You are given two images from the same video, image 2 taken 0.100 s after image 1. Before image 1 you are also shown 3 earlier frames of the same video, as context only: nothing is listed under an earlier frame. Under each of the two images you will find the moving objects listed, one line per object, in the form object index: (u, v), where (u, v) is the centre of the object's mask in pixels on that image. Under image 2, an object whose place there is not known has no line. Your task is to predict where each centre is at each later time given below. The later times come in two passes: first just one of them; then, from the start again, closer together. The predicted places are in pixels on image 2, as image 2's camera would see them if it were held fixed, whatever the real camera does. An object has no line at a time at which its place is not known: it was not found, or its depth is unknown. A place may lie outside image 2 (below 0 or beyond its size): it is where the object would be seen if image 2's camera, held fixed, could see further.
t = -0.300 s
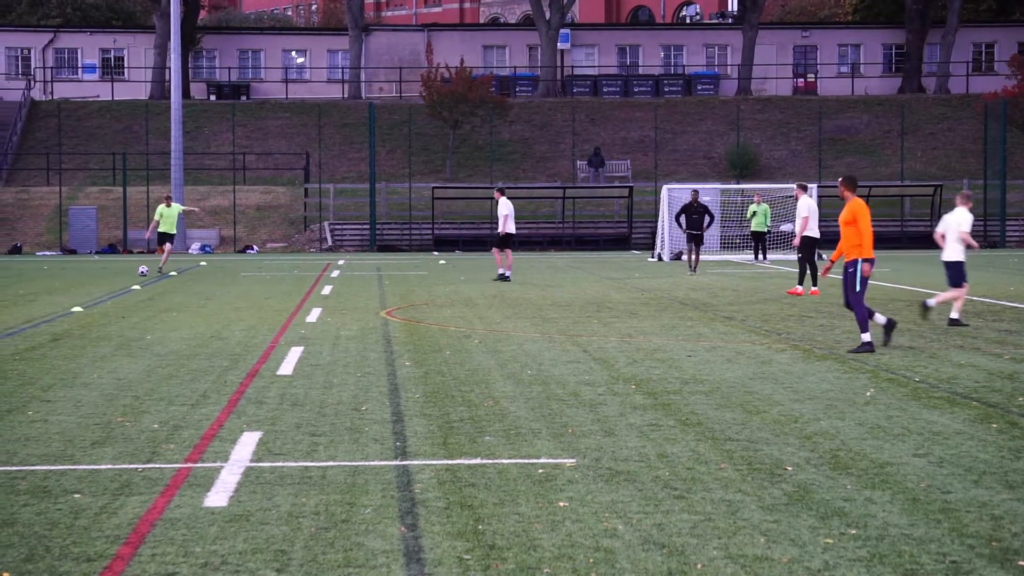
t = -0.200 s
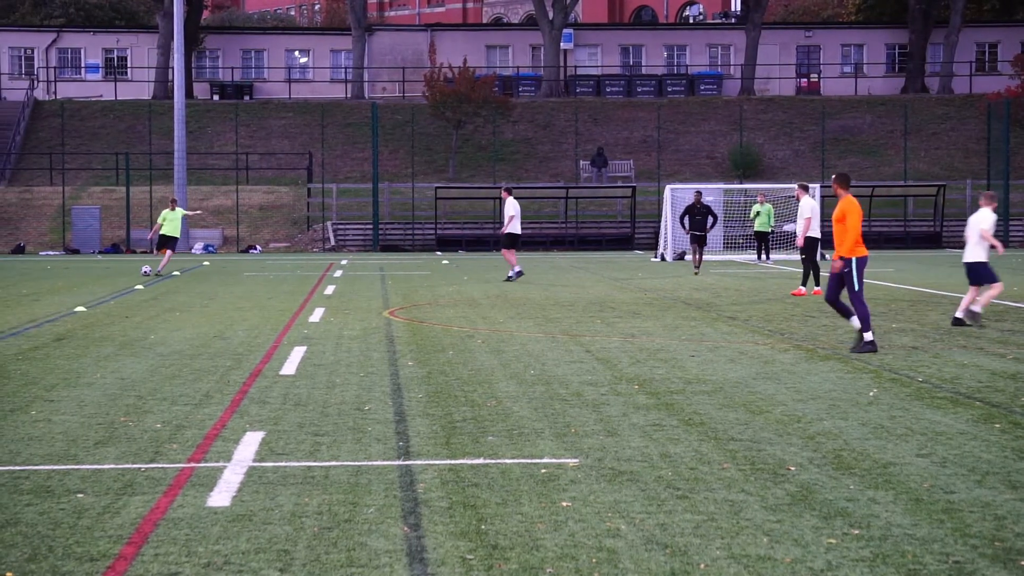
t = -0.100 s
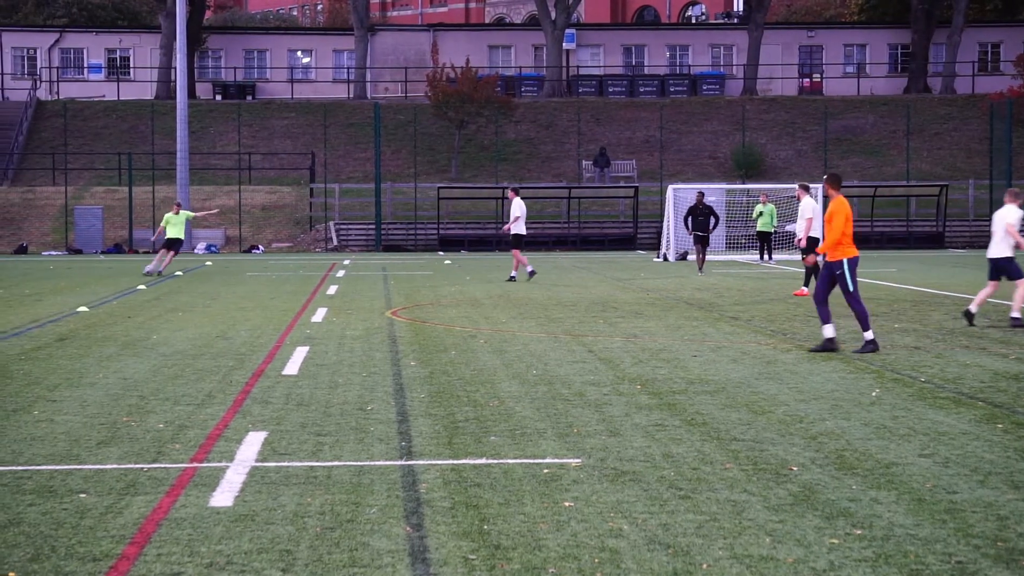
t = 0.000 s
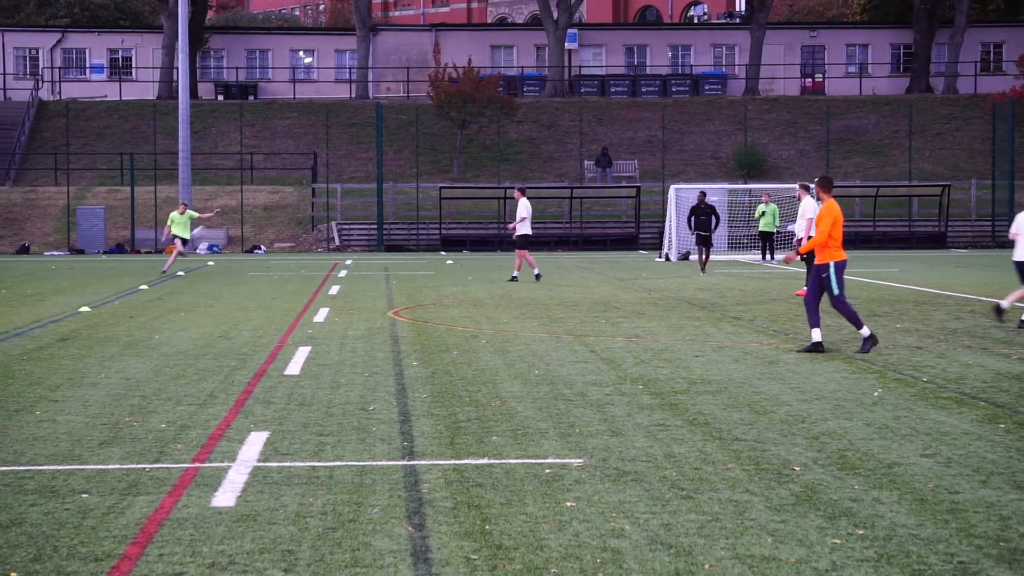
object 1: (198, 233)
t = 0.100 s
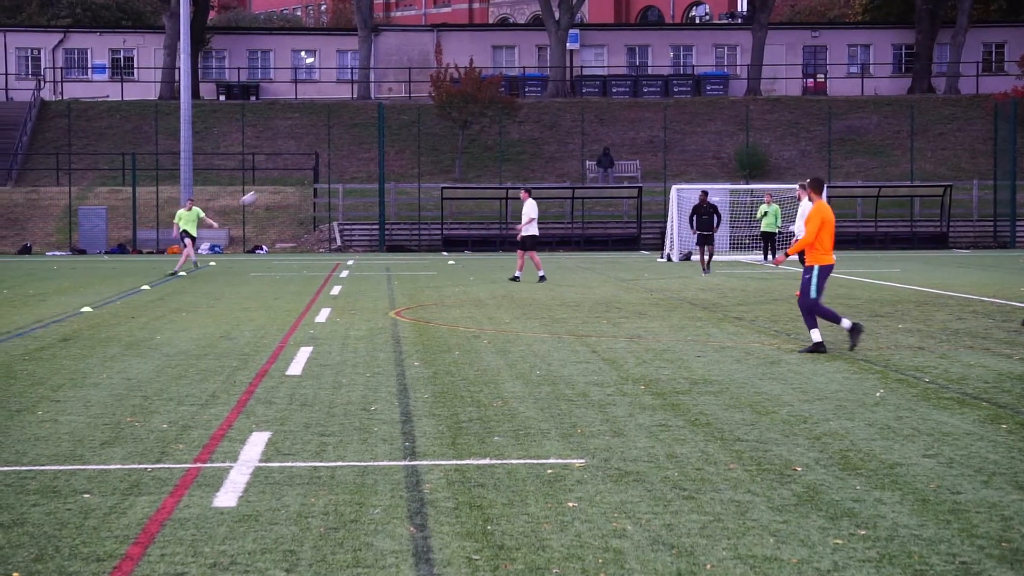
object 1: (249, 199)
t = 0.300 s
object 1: (363, 134)
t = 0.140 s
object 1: (271, 184)
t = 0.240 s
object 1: (327, 152)
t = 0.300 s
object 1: (363, 134)
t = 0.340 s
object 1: (389, 122)
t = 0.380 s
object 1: (414, 111)
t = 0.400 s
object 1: (428, 105)
